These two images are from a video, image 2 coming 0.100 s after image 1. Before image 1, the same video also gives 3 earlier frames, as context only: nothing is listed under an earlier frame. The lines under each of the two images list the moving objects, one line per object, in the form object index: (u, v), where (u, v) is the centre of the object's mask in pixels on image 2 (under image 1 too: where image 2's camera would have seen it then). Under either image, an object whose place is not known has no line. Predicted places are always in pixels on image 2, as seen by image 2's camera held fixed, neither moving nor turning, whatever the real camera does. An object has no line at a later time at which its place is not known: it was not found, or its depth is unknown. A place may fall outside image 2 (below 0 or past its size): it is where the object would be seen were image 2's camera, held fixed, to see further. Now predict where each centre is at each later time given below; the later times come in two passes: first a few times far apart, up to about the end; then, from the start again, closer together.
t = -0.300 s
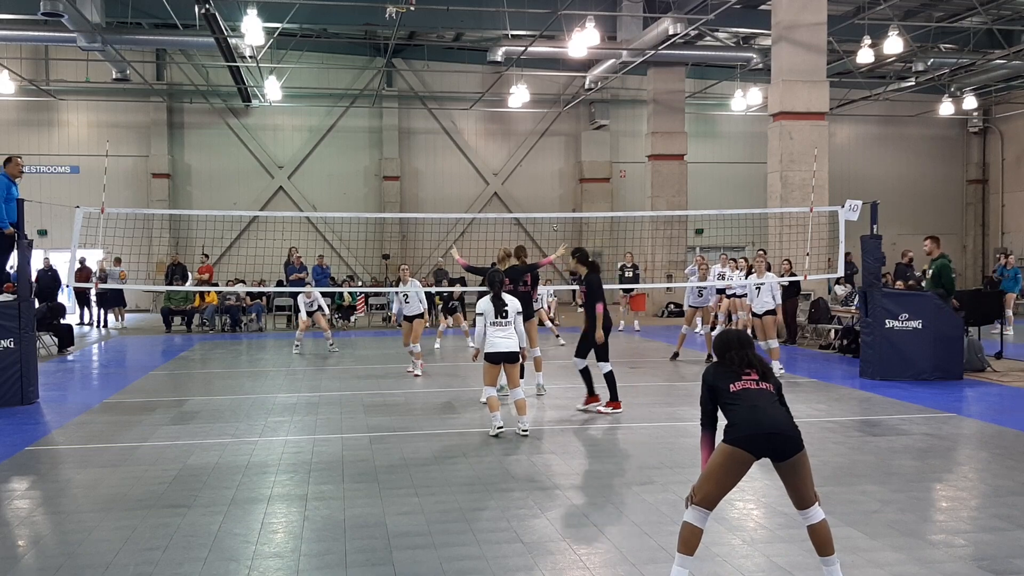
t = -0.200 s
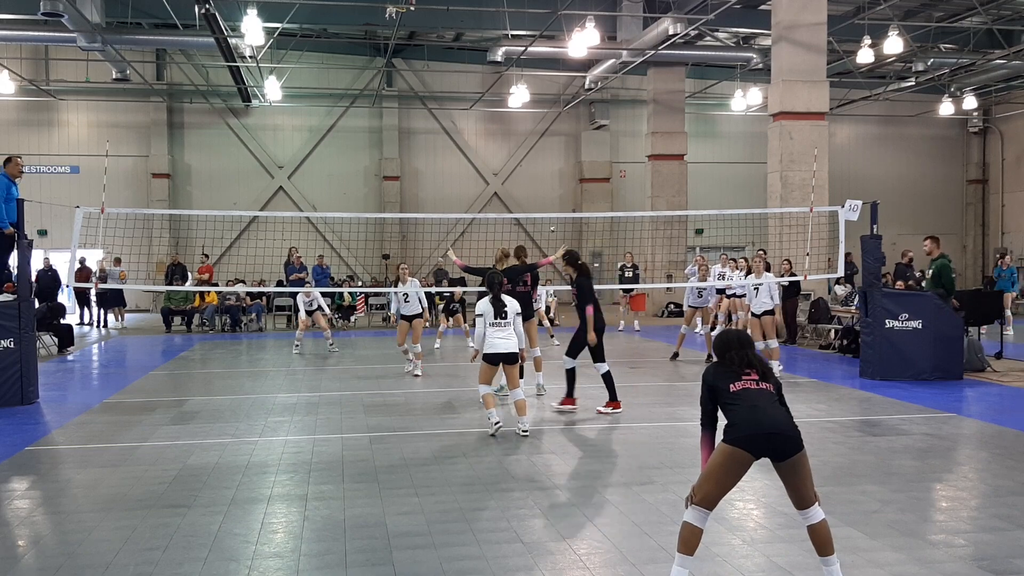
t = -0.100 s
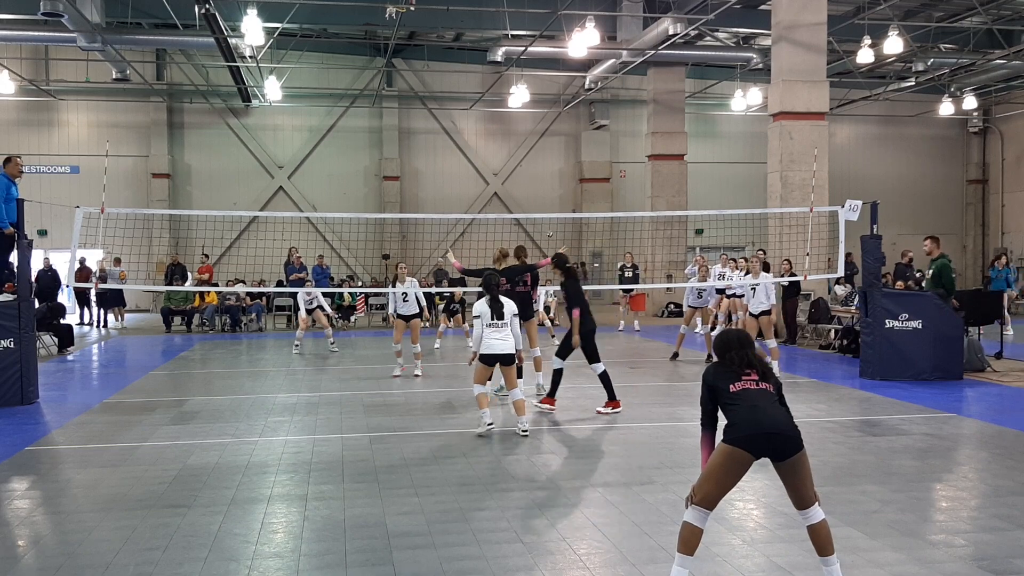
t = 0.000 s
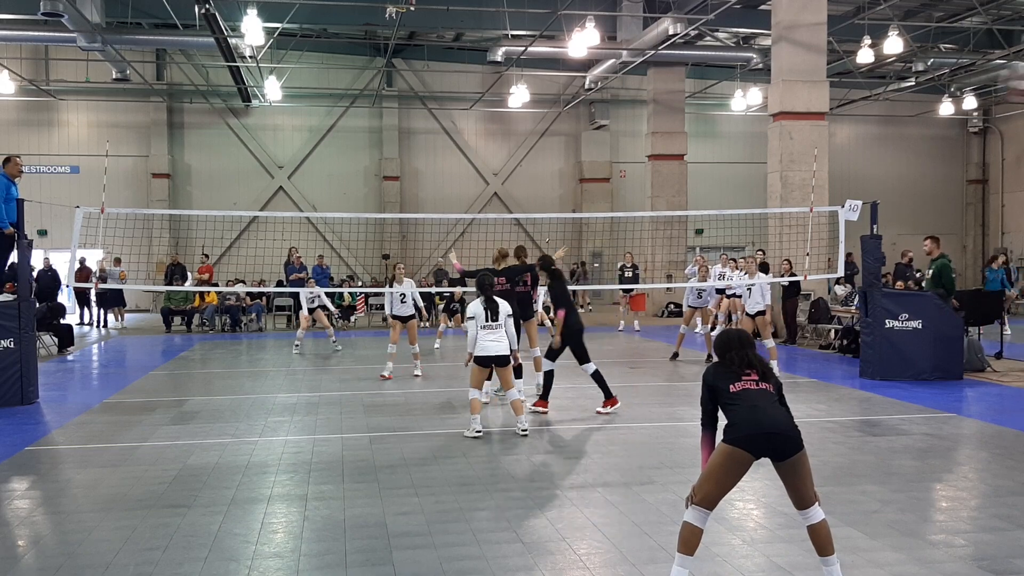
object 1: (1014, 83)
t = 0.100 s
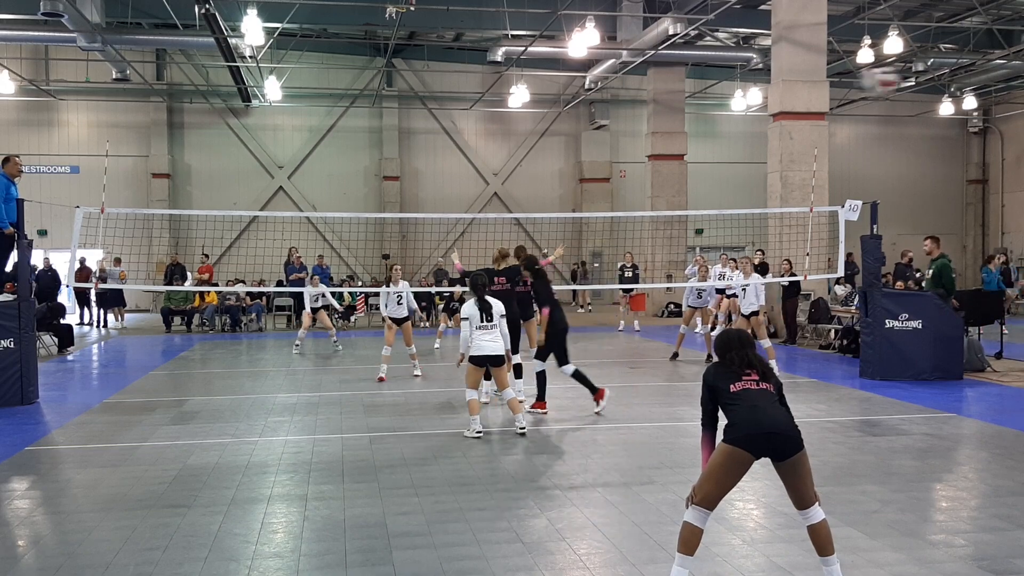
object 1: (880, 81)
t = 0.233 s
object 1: (759, 98)
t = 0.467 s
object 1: (652, 144)
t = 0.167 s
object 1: (809, 90)
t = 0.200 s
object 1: (783, 94)
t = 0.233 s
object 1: (759, 98)
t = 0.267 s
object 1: (738, 107)
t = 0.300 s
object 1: (717, 111)
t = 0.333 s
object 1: (703, 116)
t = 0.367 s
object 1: (688, 122)
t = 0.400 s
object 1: (674, 129)
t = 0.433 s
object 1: (663, 136)
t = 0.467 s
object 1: (652, 144)
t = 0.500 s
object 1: (643, 151)
